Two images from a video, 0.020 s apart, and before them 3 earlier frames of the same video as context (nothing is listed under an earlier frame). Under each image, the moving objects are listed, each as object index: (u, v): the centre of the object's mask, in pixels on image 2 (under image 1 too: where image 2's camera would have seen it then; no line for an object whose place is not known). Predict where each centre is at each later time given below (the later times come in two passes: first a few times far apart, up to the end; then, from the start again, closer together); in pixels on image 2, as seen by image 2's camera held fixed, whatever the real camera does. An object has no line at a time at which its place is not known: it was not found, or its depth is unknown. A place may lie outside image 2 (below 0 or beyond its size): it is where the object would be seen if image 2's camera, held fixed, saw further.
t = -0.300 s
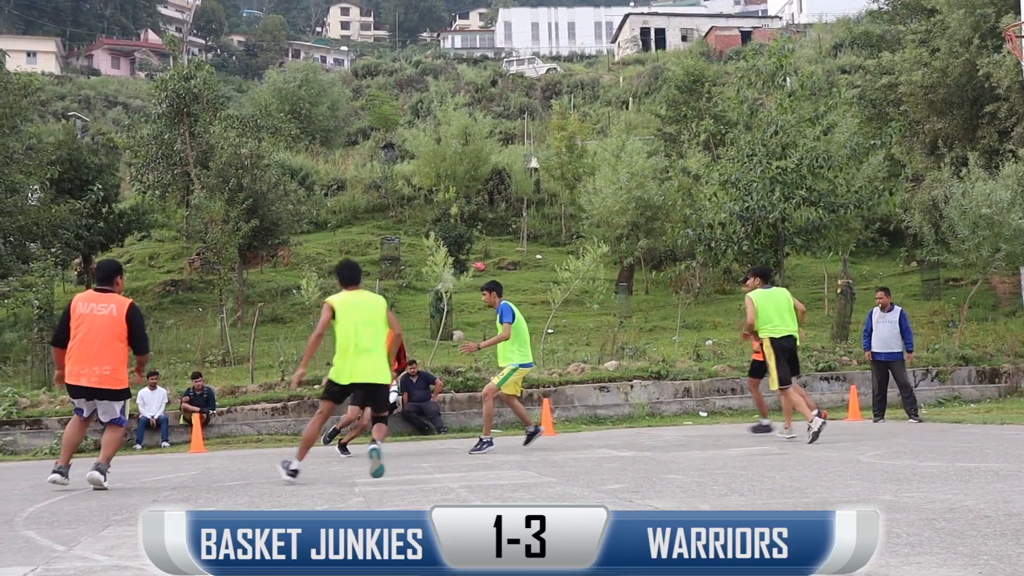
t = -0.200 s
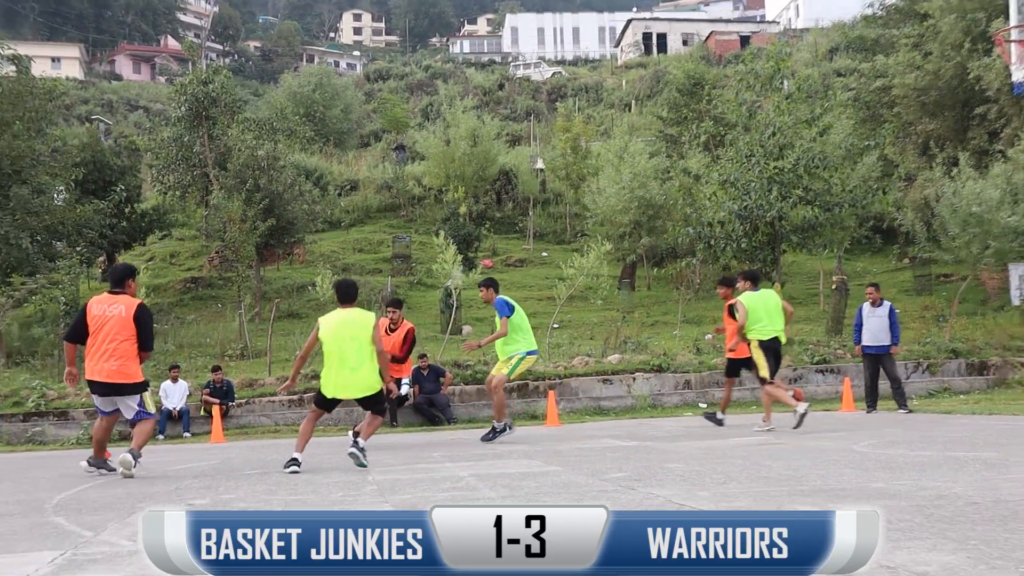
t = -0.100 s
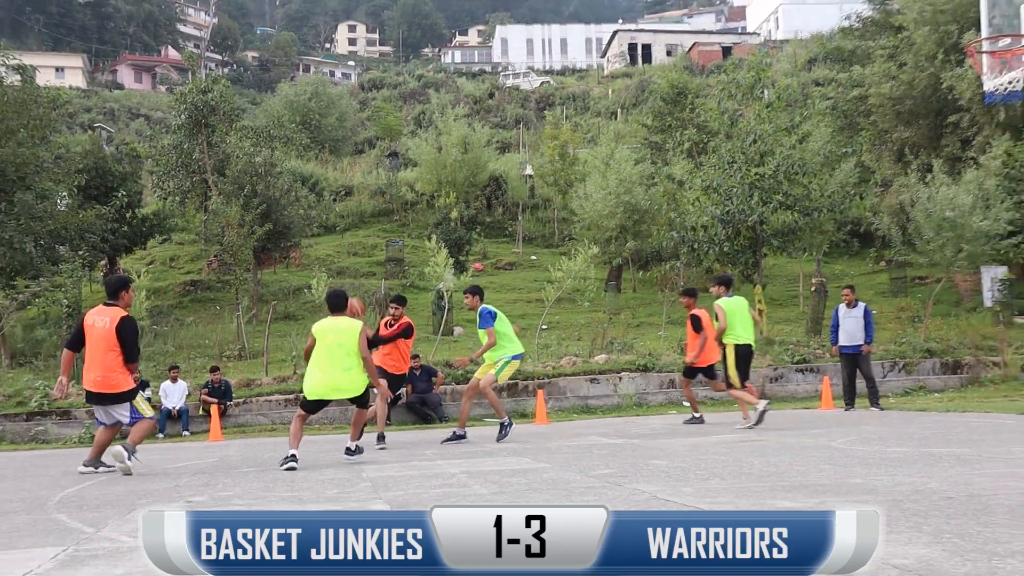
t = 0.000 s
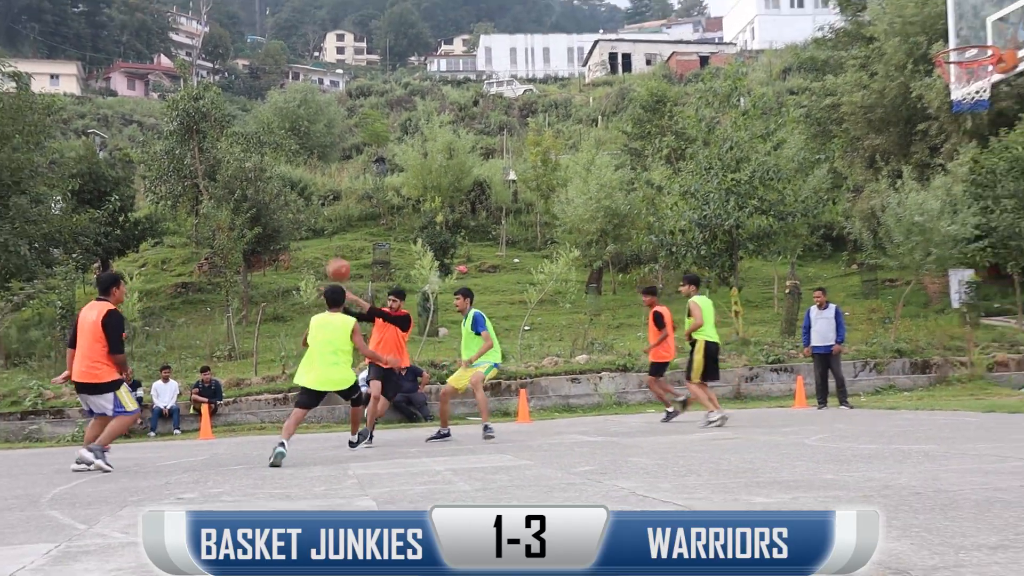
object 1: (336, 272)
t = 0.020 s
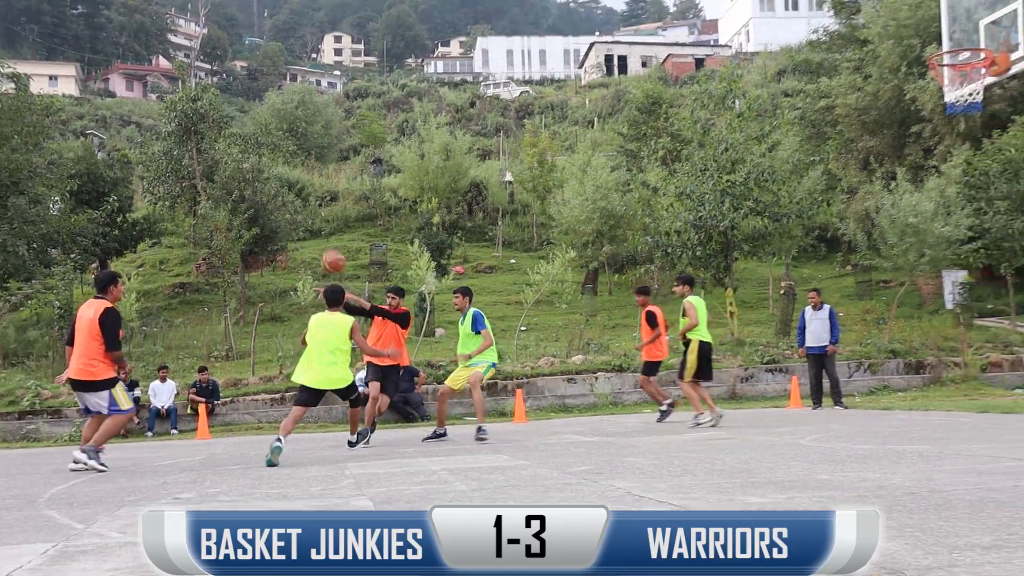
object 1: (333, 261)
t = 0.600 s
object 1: (269, 155)
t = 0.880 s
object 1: (237, 247)
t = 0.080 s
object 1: (326, 237)
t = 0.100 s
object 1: (324, 229)
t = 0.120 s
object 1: (322, 222)
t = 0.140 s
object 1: (319, 215)
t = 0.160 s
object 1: (316, 209)
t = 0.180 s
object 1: (315, 203)
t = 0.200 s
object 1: (313, 197)
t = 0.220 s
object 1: (310, 191)
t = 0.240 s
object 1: (308, 186)
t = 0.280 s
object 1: (304, 176)
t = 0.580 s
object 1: (272, 152)
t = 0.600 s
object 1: (269, 155)
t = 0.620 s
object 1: (266, 157)
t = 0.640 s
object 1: (264, 160)
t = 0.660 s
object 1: (261, 164)
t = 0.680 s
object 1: (258, 167)
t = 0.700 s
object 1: (255, 172)
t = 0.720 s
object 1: (253, 177)
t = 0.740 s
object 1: (250, 182)
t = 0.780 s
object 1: (247, 201)
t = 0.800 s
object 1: (246, 207)
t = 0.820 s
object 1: (243, 216)
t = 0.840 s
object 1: (242, 226)
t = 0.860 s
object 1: (239, 234)
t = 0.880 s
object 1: (237, 247)
